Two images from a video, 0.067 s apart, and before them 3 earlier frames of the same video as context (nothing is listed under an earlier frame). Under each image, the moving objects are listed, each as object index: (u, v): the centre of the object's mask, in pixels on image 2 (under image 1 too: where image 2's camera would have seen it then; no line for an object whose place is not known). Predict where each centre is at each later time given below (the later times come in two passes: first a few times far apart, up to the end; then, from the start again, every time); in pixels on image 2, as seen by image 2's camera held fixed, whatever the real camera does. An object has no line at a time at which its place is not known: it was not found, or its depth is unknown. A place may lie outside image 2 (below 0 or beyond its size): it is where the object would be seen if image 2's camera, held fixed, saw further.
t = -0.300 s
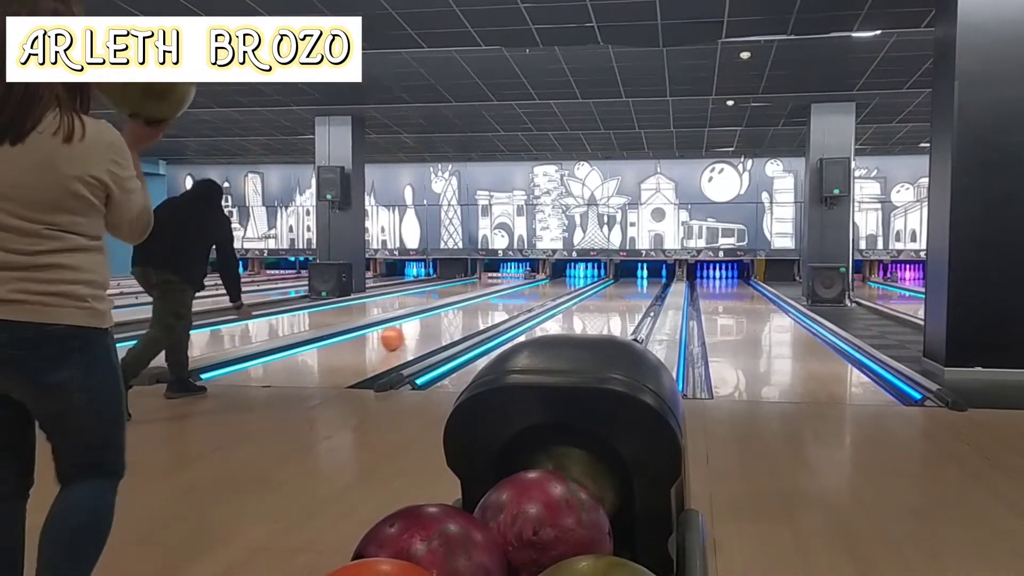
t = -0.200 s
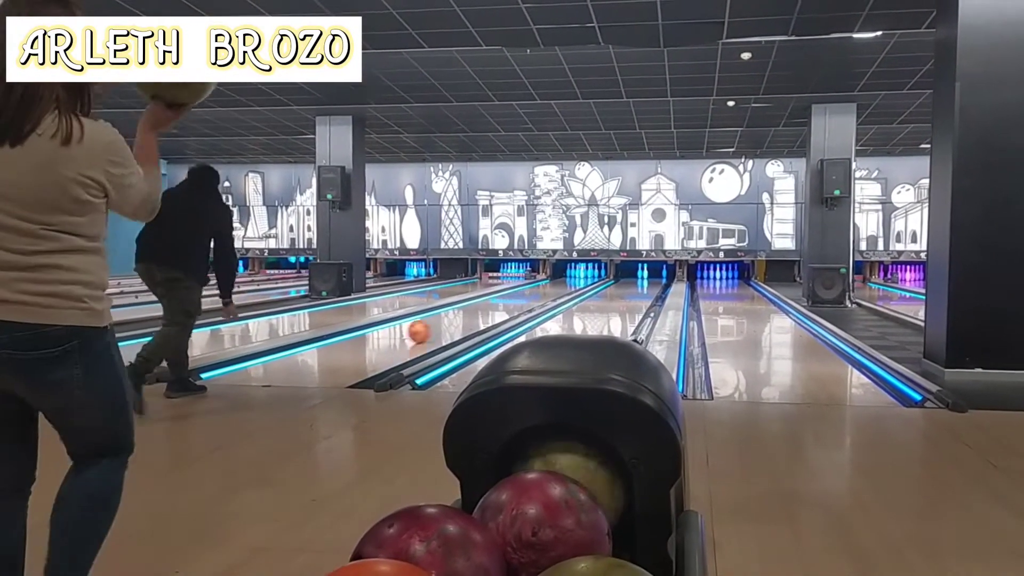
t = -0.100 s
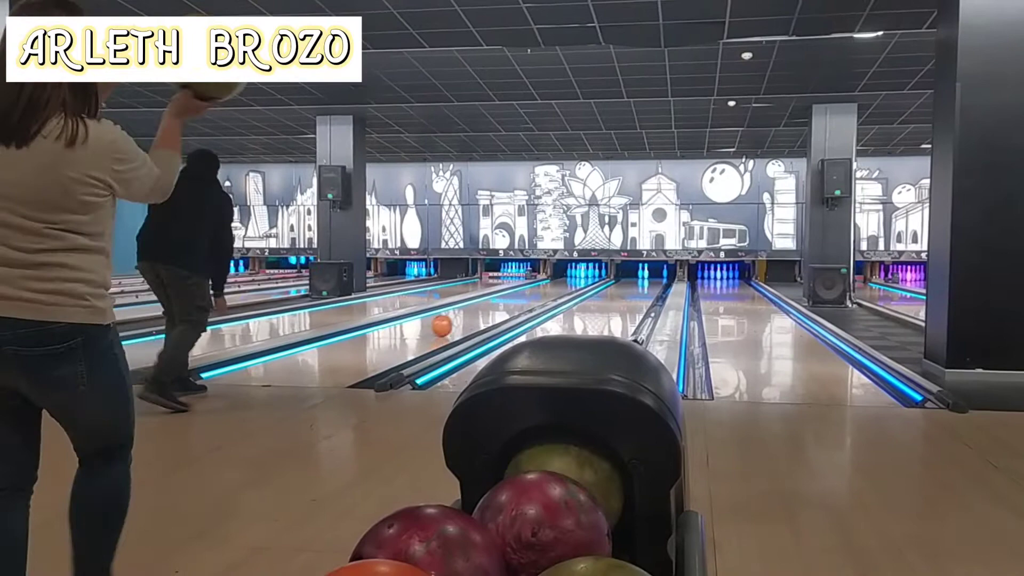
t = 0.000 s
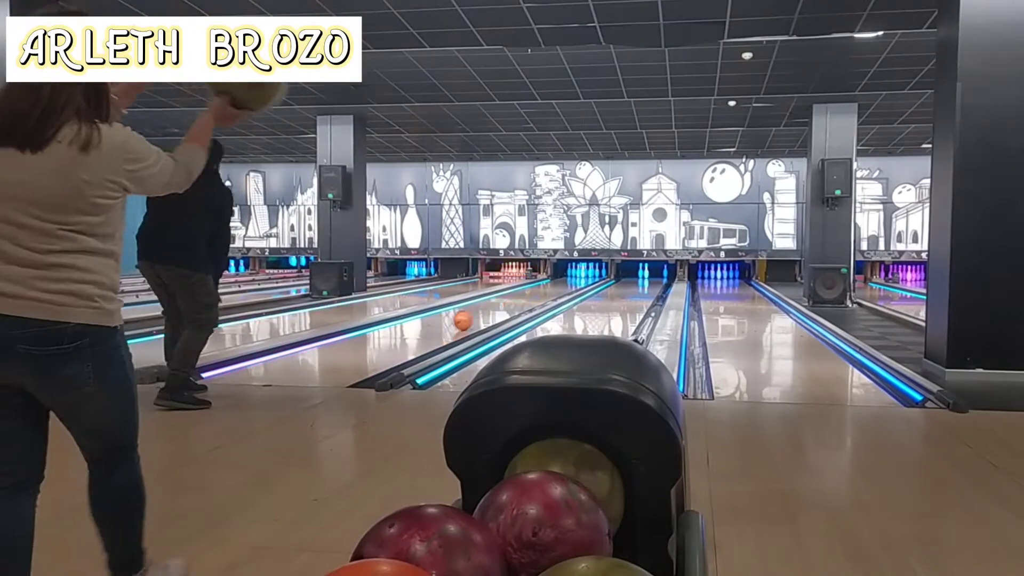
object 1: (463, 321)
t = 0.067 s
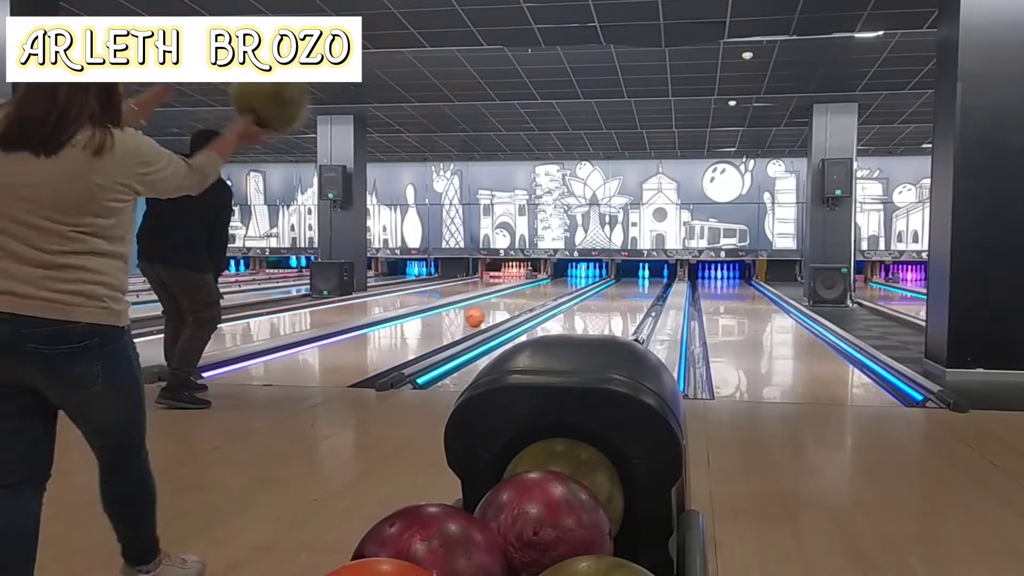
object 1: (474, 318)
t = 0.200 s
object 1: (495, 312)
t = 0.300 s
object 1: (509, 308)
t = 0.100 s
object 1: (480, 316)
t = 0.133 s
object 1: (486, 315)
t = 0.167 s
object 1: (490, 313)
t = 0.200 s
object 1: (495, 312)
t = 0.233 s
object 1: (501, 311)
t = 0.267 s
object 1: (506, 310)
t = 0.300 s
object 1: (509, 308)
